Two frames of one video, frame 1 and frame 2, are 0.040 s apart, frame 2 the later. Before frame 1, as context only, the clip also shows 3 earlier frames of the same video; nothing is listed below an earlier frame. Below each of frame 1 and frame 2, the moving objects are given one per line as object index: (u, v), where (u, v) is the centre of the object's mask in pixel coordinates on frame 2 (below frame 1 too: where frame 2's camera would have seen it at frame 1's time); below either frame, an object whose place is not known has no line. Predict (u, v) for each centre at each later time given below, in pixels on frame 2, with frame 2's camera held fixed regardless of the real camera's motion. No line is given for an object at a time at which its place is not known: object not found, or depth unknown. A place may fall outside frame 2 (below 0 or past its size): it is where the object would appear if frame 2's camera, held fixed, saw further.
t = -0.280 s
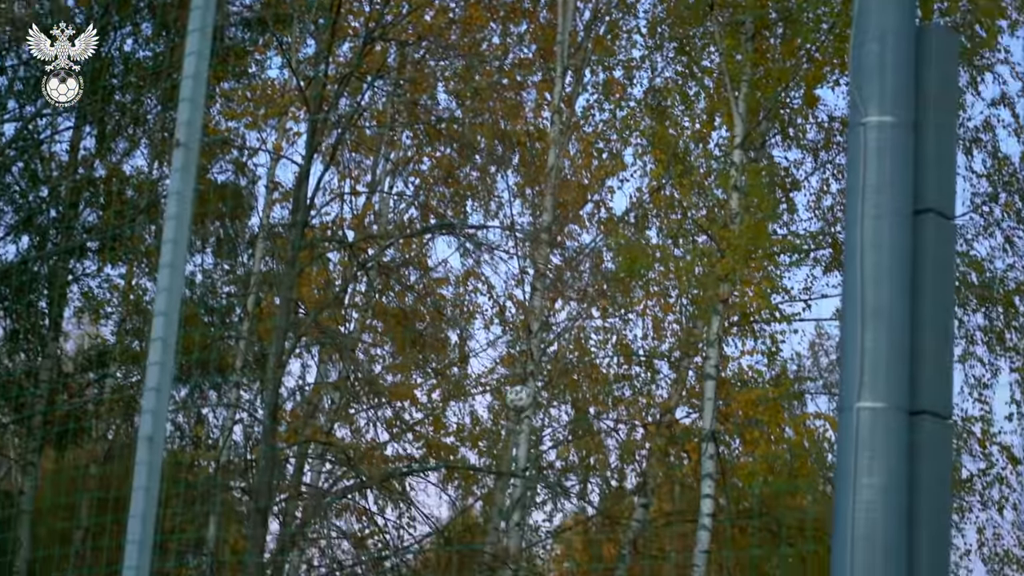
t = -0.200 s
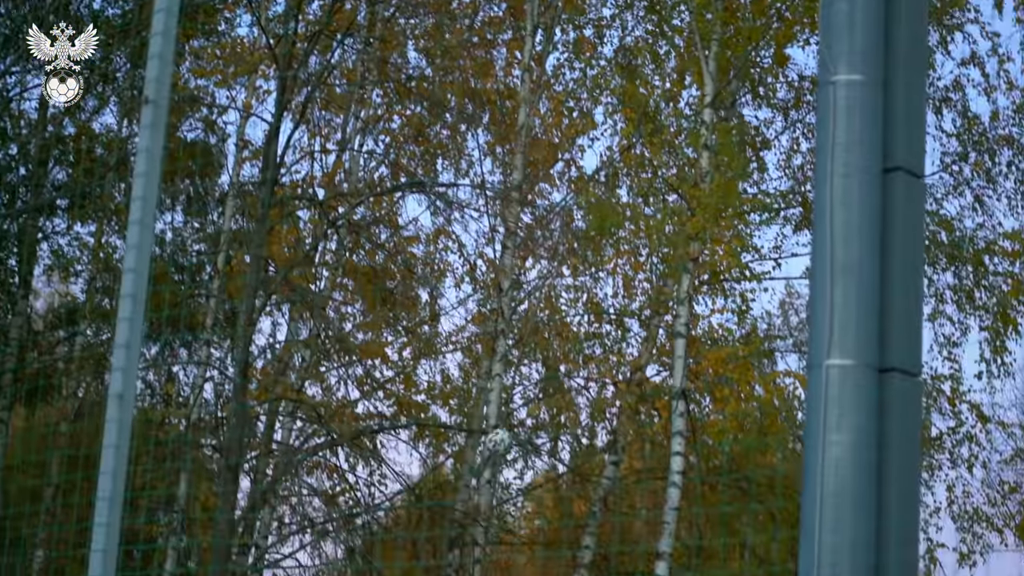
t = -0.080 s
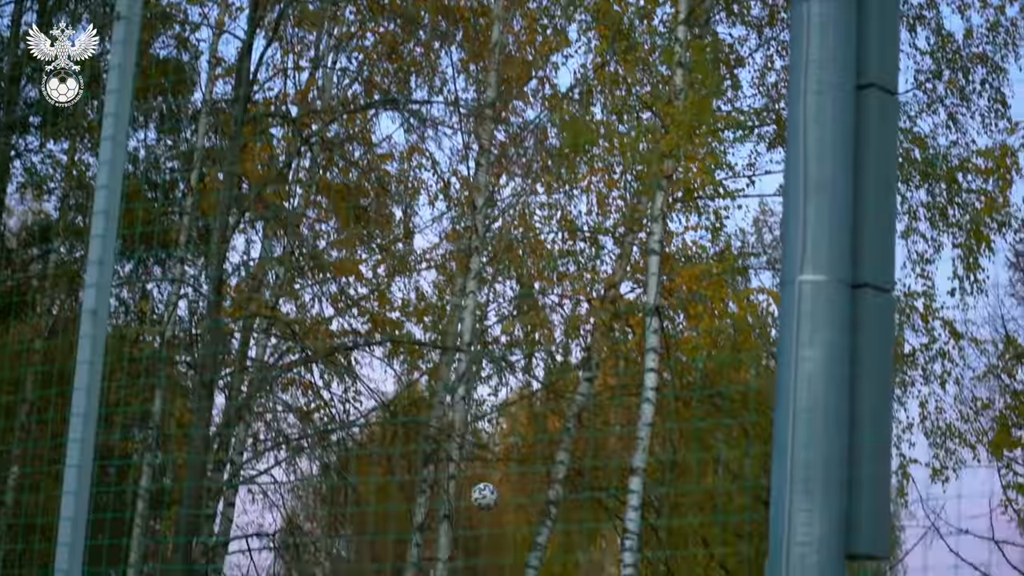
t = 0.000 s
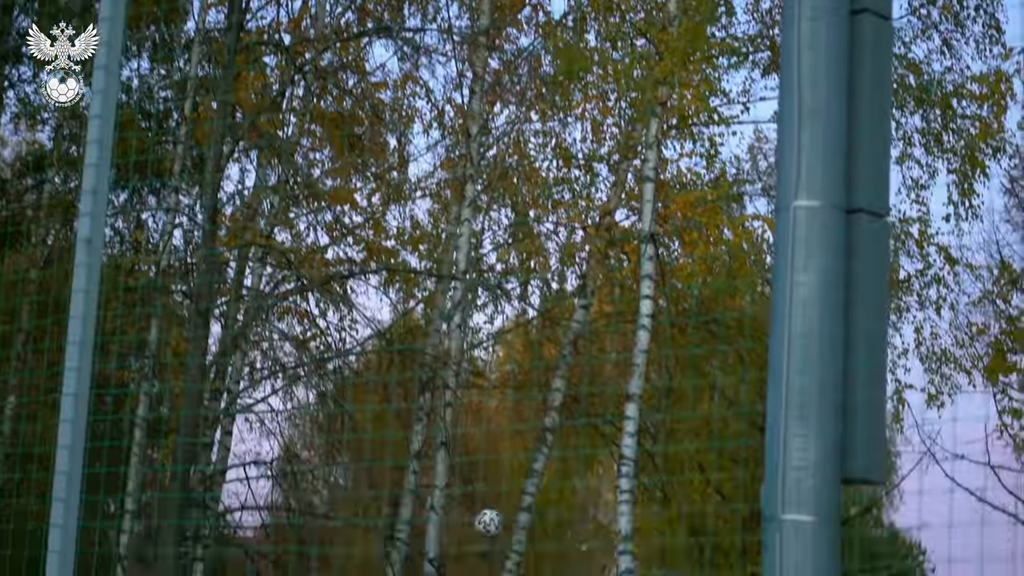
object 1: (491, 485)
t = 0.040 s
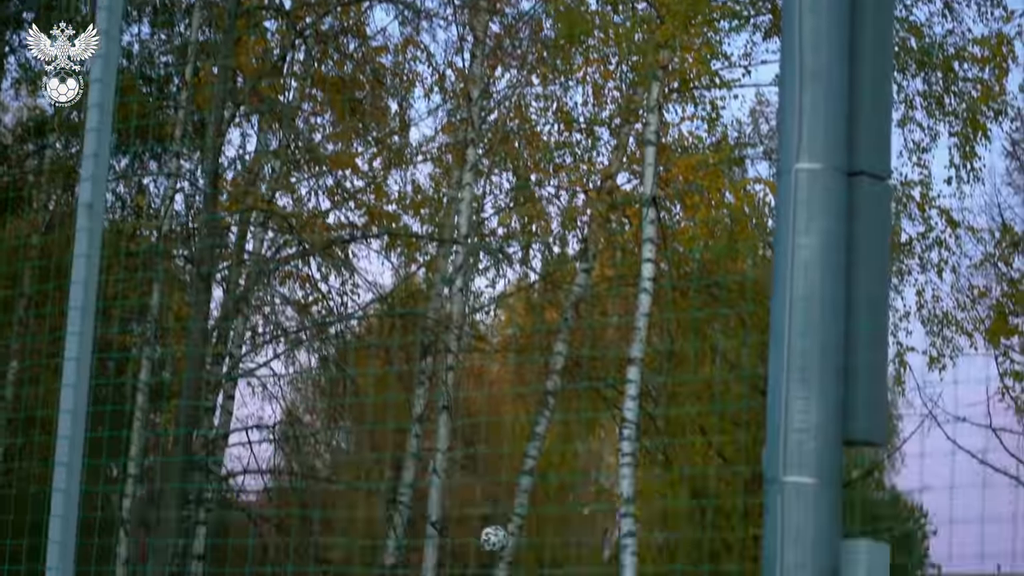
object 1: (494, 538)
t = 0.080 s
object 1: (496, 595)
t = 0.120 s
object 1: (499, 652)
